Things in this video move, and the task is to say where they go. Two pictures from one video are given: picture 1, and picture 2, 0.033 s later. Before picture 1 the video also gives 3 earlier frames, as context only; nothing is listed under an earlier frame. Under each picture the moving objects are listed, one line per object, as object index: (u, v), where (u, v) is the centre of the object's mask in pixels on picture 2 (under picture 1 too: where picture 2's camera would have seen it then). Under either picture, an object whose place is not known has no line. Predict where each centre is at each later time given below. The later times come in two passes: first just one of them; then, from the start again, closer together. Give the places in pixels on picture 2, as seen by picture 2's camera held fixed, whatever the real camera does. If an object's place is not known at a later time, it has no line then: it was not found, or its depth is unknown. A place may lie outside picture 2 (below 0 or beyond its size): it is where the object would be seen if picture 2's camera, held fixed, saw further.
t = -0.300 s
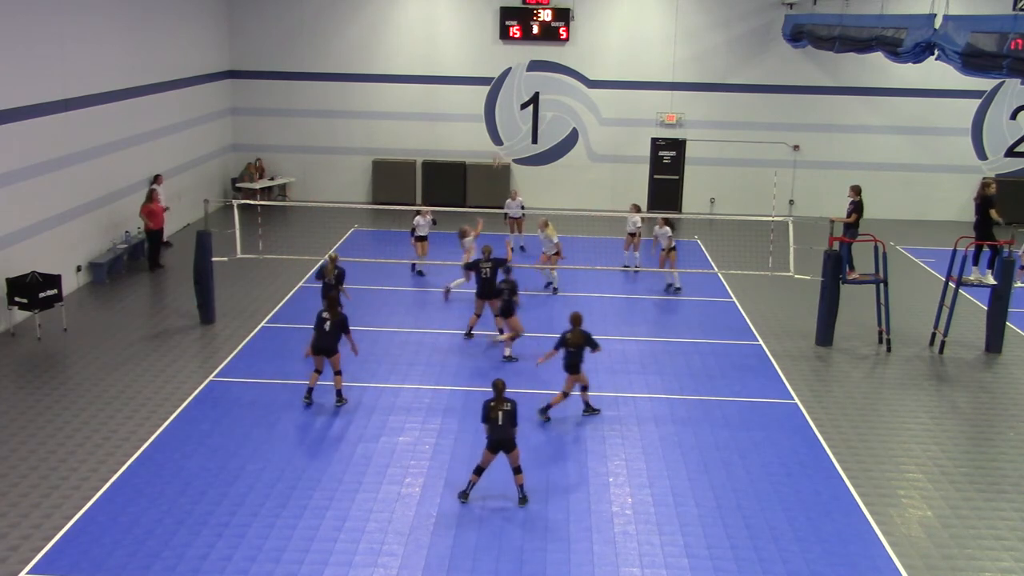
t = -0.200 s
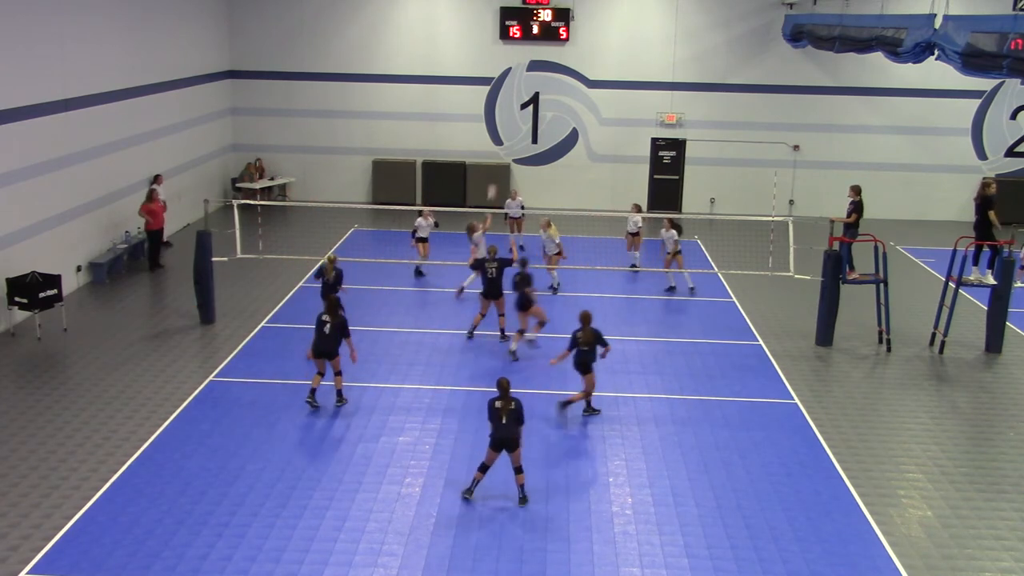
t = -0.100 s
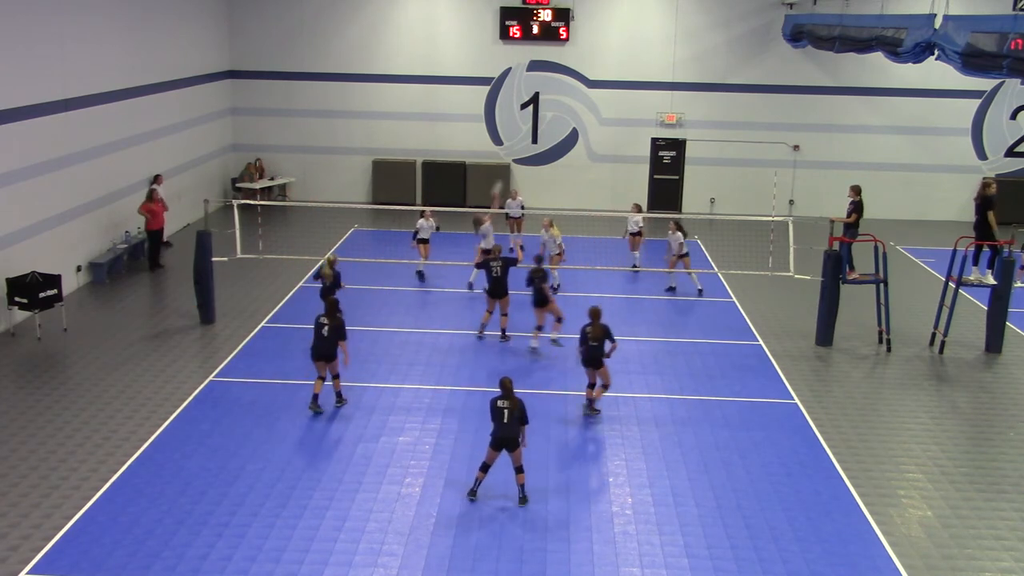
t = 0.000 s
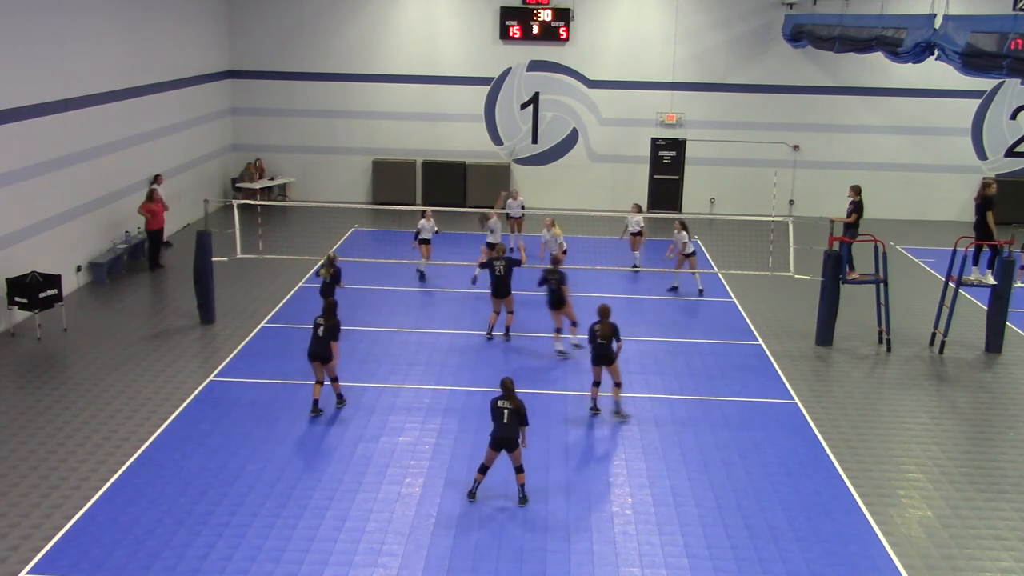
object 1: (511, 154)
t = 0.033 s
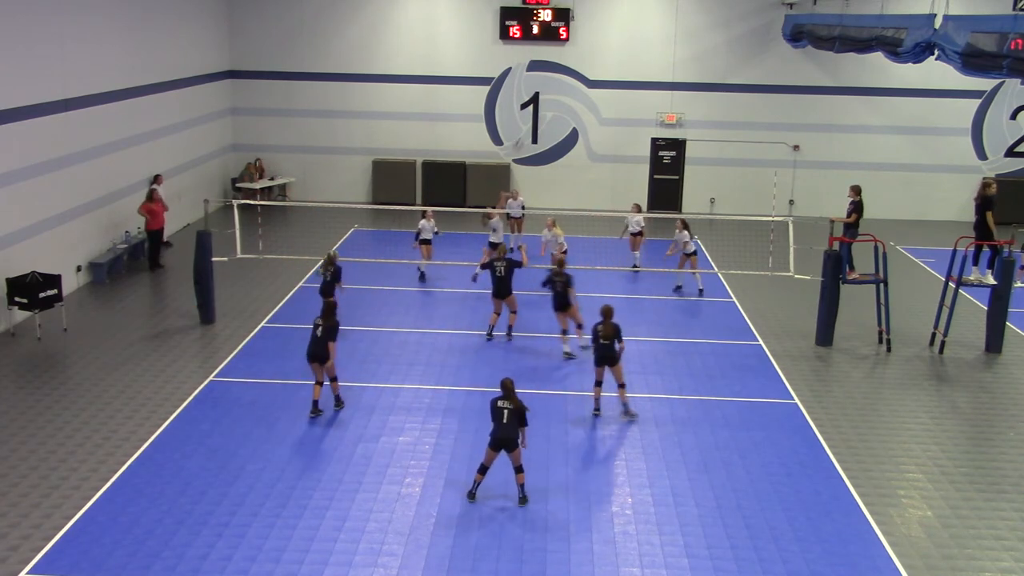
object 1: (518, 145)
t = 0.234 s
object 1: (550, 91)
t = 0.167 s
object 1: (538, 107)
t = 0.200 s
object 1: (545, 98)
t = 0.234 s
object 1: (550, 91)
